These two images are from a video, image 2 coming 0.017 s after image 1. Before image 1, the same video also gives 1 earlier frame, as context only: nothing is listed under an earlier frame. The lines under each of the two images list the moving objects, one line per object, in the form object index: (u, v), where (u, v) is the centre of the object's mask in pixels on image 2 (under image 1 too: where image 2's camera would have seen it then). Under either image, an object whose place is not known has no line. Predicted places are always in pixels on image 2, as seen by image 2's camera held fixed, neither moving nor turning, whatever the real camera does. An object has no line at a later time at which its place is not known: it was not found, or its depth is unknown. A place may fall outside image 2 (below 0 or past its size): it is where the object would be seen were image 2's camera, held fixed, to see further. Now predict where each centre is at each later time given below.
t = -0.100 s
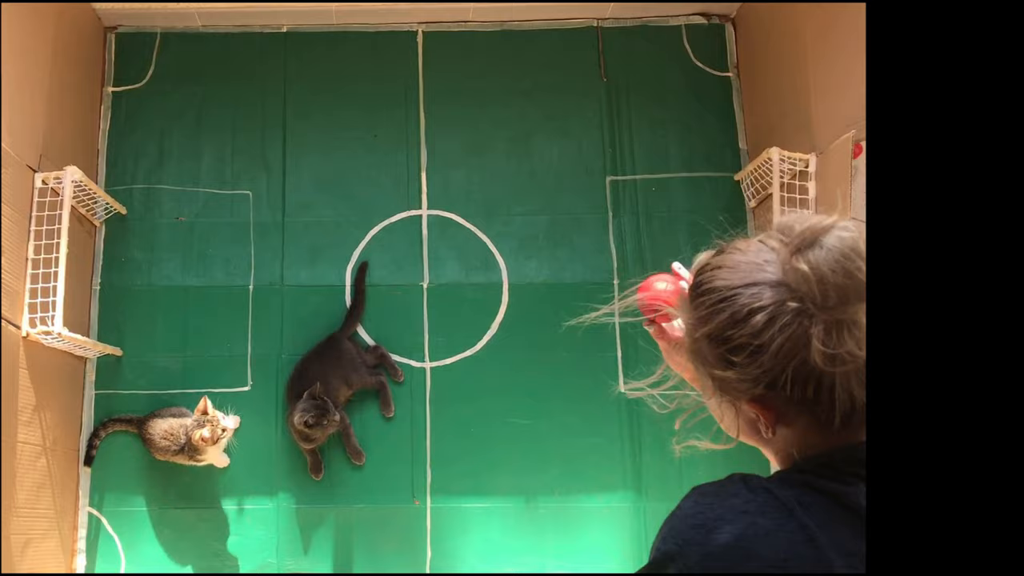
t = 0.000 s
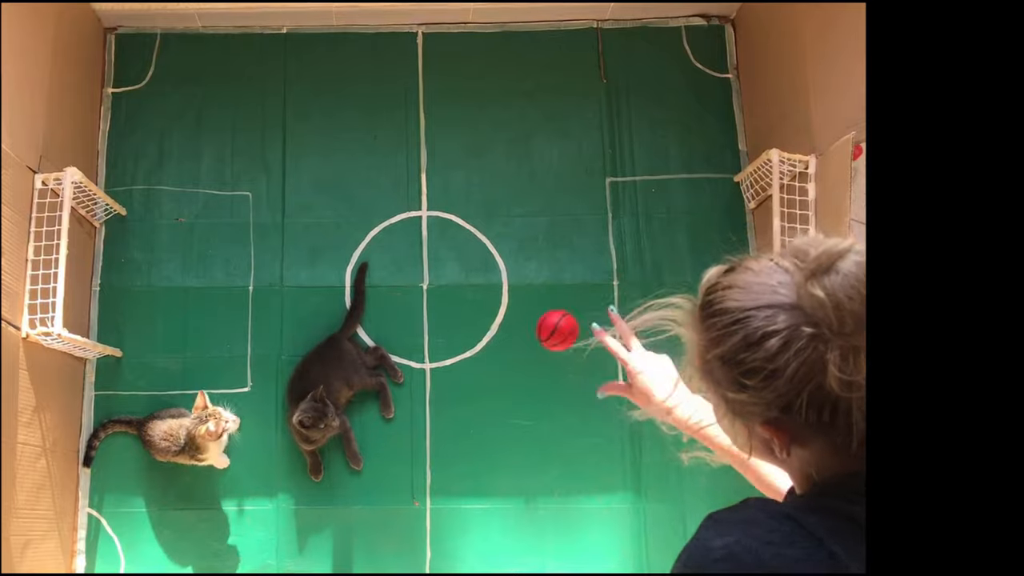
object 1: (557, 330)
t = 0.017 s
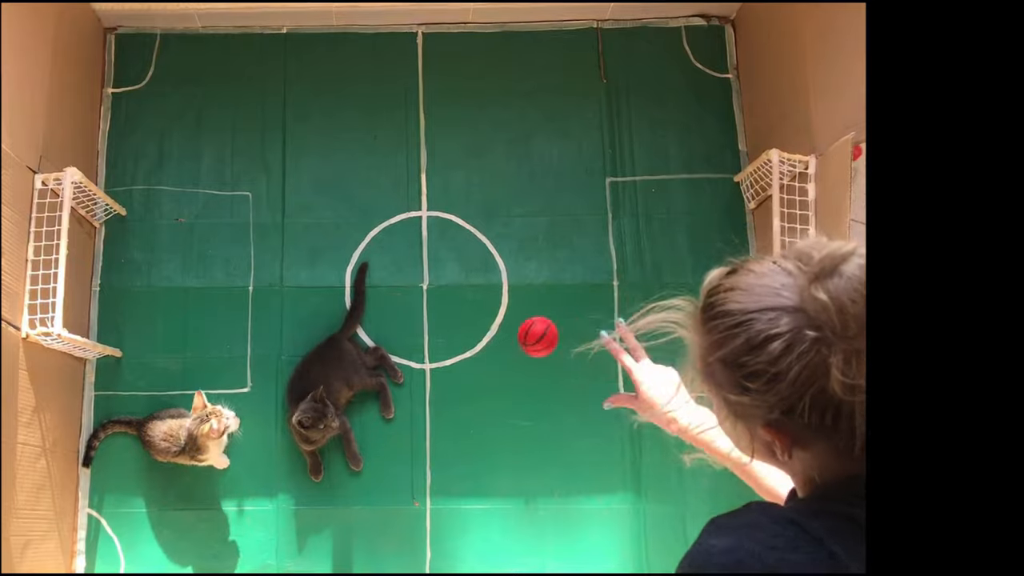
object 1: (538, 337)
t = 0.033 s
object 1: (520, 343)
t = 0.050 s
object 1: (504, 349)
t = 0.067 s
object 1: (488, 355)
